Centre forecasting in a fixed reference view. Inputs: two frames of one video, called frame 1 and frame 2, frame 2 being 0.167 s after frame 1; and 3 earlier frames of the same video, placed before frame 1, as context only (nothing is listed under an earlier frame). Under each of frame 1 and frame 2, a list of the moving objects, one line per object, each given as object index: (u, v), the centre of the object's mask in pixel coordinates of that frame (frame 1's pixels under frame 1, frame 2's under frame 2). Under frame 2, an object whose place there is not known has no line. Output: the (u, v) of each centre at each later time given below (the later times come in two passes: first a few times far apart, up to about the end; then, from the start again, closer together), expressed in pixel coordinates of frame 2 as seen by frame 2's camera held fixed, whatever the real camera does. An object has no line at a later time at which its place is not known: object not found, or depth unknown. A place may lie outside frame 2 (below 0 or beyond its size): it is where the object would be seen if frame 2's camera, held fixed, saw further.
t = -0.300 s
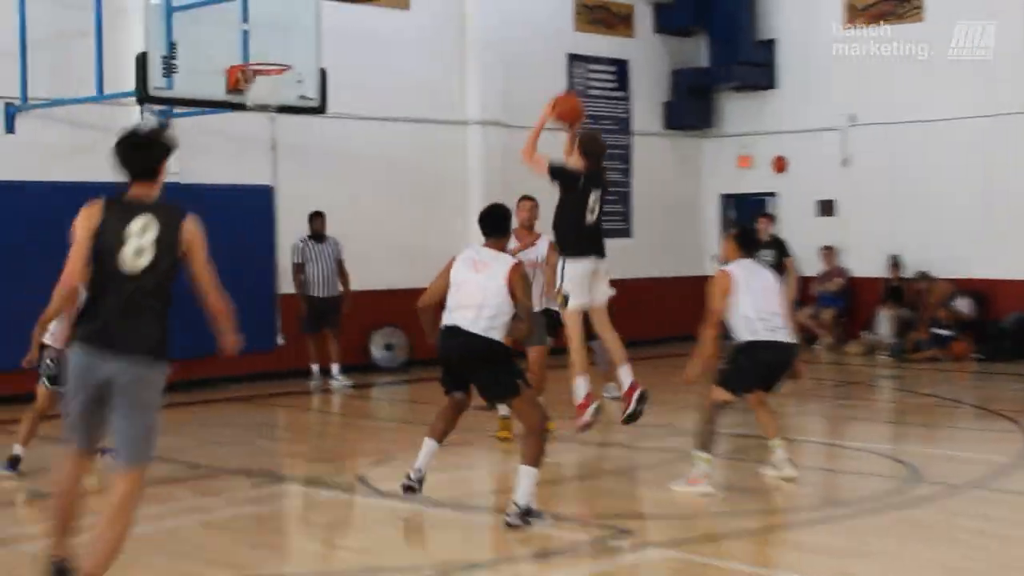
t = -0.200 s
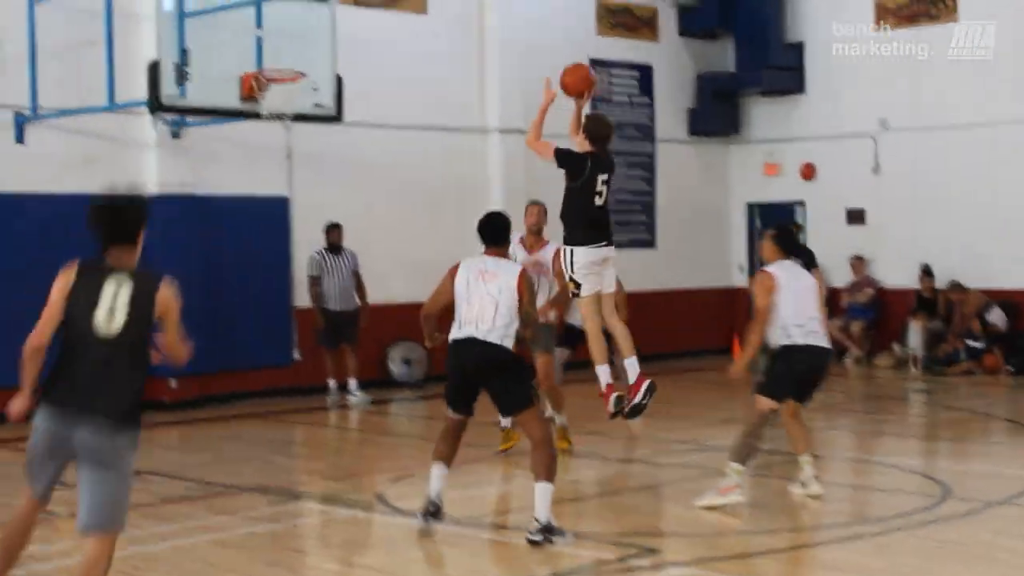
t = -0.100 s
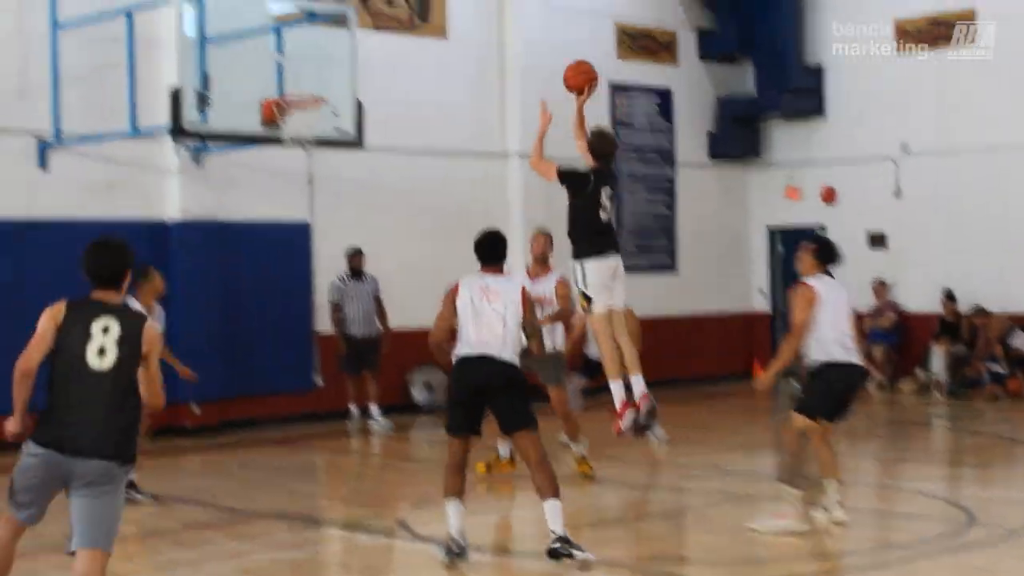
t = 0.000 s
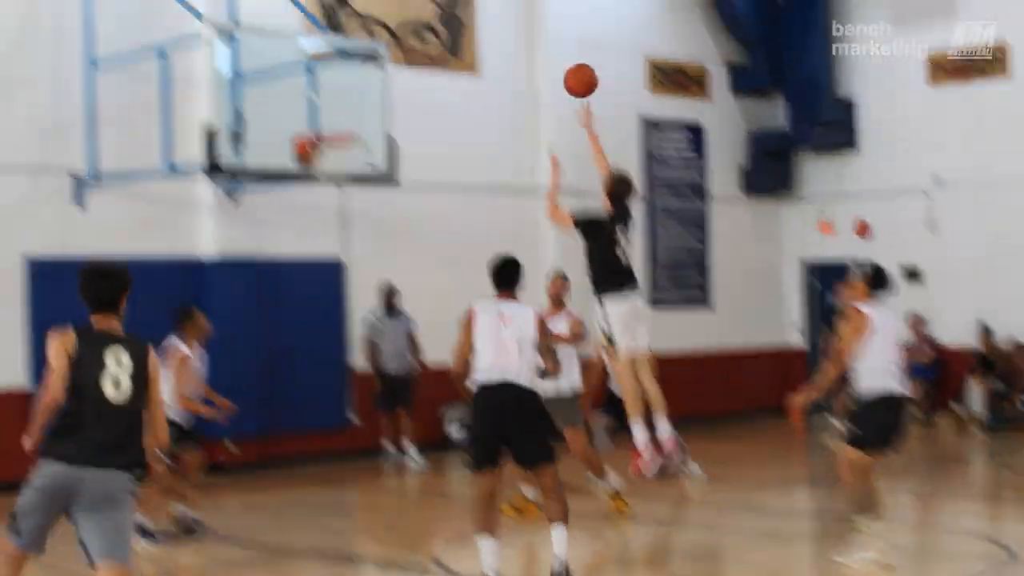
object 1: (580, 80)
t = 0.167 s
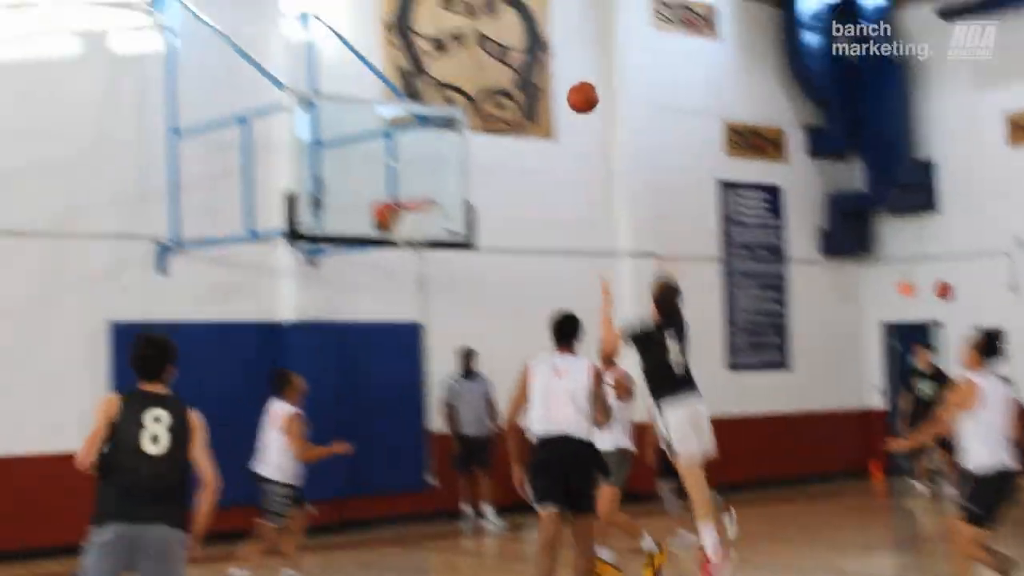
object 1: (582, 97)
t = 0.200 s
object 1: (568, 92)
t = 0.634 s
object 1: (427, 159)
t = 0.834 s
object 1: (434, 161)
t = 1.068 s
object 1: (486, 120)
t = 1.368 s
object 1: (559, 156)
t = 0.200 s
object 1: (568, 92)
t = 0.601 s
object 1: (437, 147)
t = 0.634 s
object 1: (427, 159)
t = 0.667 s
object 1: (419, 171)
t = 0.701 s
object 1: (410, 184)
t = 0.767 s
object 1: (420, 183)
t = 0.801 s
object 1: (427, 172)
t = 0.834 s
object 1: (434, 161)
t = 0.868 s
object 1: (441, 152)
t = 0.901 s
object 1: (449, 144)
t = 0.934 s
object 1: (456, 136)
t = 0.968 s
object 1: (463, 131)
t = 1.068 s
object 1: (486, 120)
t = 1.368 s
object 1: (559, 156)
